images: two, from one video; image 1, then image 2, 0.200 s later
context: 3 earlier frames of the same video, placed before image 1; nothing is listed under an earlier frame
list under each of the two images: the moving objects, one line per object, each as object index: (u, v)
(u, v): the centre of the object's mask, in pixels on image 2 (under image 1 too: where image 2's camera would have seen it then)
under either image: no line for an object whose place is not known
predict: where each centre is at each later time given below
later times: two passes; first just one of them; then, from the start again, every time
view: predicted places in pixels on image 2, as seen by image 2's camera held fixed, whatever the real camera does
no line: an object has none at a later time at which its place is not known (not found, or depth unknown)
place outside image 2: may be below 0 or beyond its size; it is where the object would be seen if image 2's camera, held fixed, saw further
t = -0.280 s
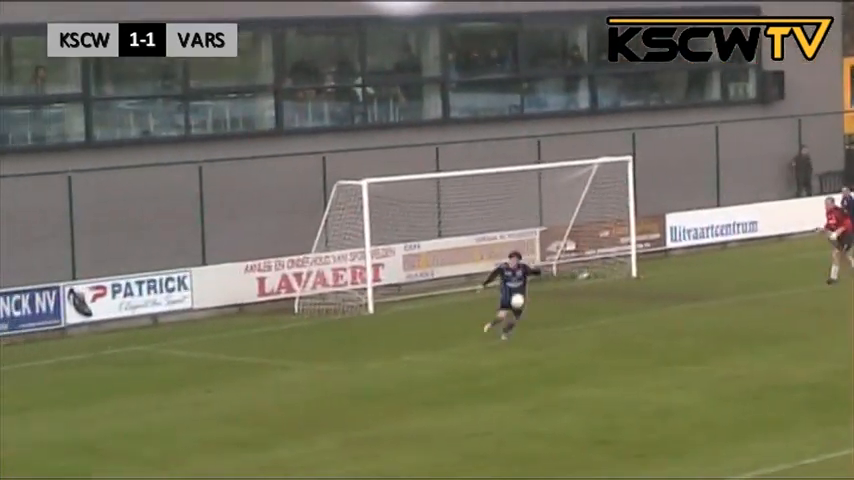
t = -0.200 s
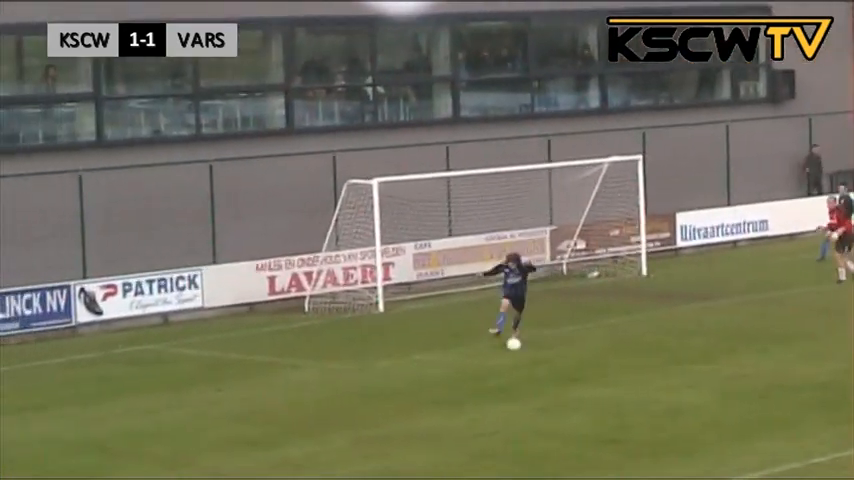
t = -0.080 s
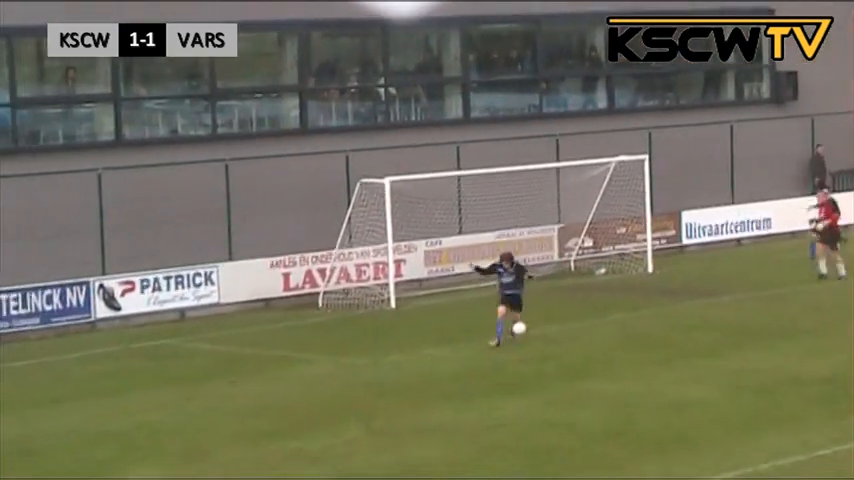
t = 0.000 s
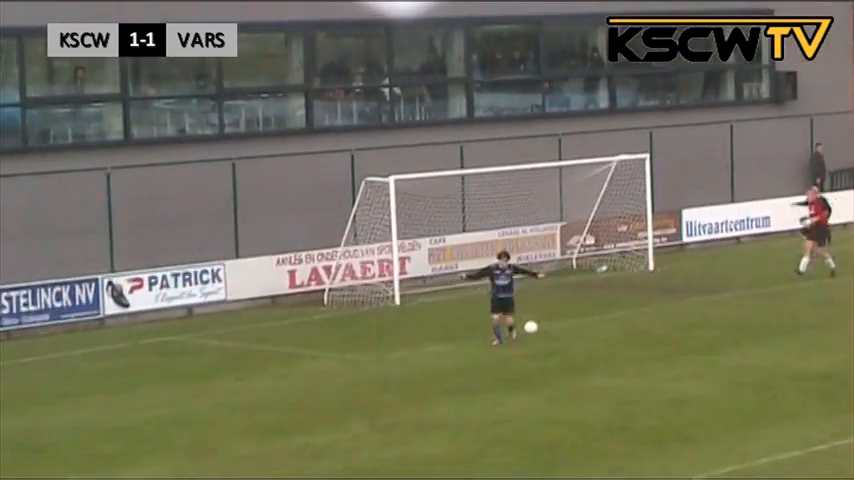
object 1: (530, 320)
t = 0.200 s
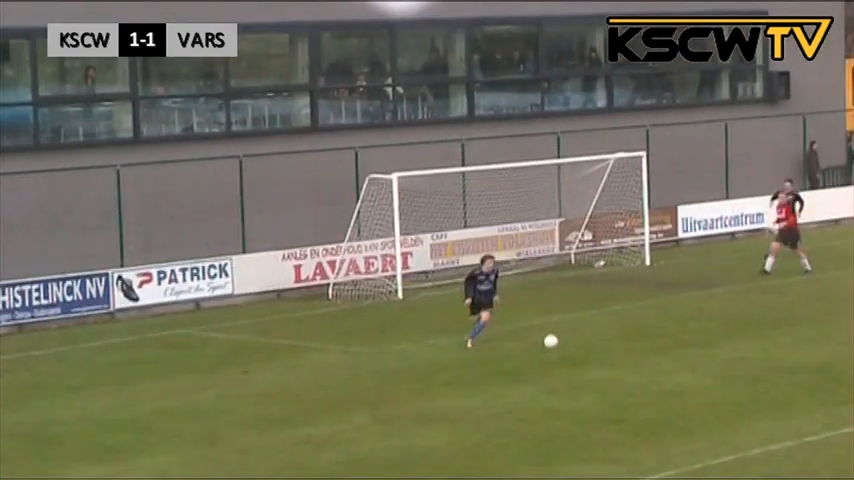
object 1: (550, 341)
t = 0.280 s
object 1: (559, 356)
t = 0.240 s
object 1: (555, 348)
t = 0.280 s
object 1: (559, 356)
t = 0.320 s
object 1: (563, 365)
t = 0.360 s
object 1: (566, 368)
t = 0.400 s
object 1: (568, 367)
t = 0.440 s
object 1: (571, 368)
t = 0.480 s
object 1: (572, 369)
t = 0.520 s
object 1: (575, 371)
